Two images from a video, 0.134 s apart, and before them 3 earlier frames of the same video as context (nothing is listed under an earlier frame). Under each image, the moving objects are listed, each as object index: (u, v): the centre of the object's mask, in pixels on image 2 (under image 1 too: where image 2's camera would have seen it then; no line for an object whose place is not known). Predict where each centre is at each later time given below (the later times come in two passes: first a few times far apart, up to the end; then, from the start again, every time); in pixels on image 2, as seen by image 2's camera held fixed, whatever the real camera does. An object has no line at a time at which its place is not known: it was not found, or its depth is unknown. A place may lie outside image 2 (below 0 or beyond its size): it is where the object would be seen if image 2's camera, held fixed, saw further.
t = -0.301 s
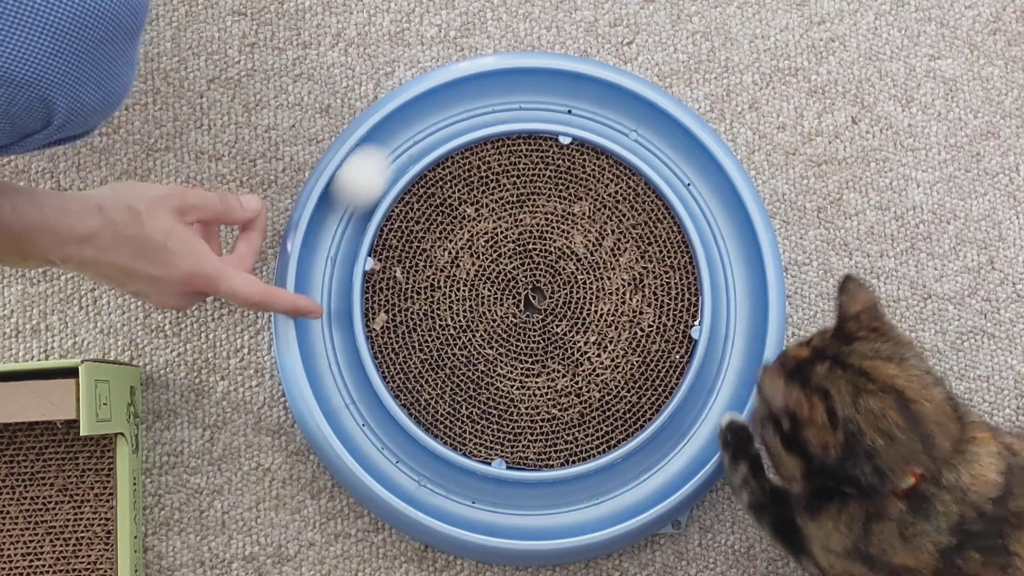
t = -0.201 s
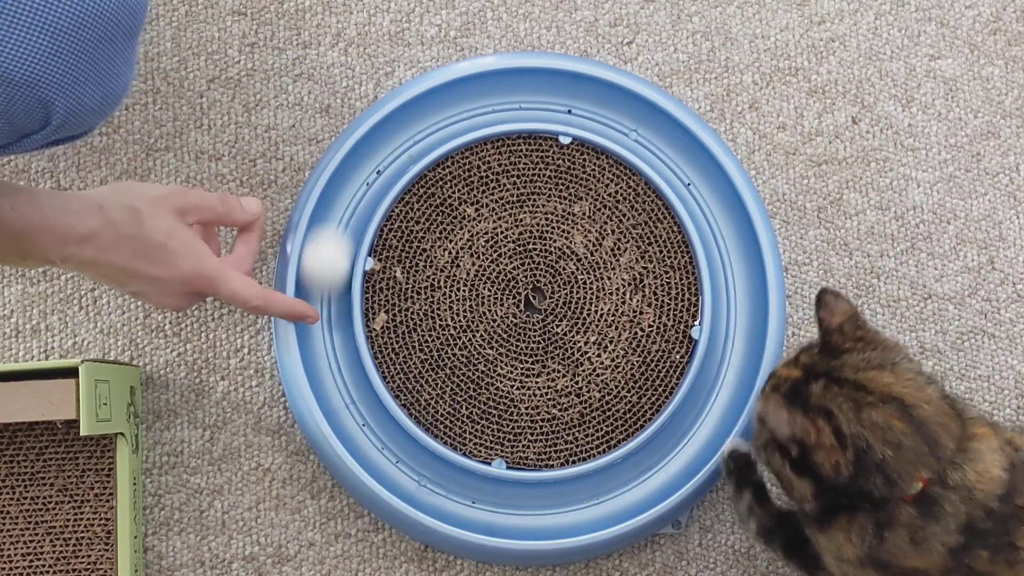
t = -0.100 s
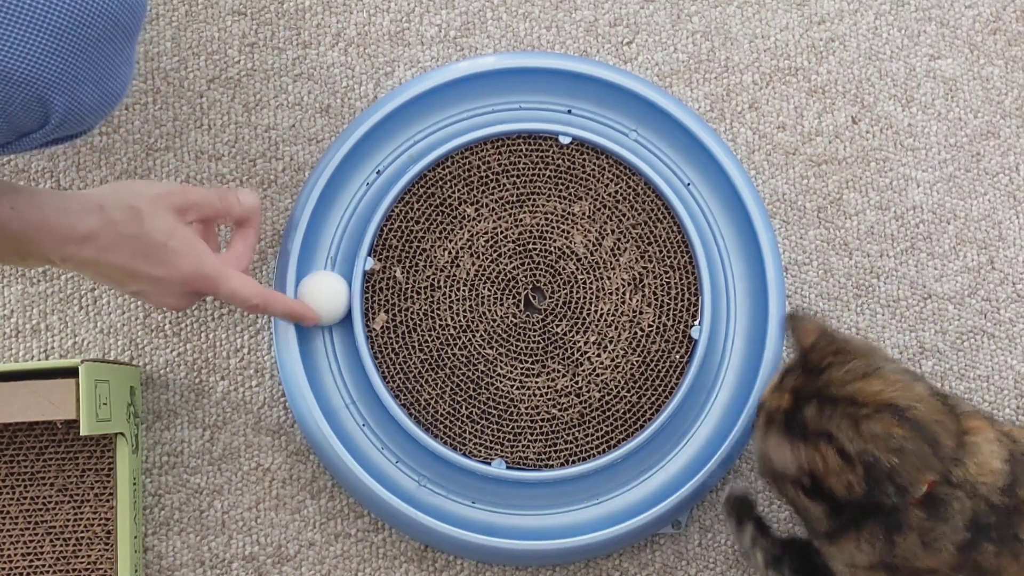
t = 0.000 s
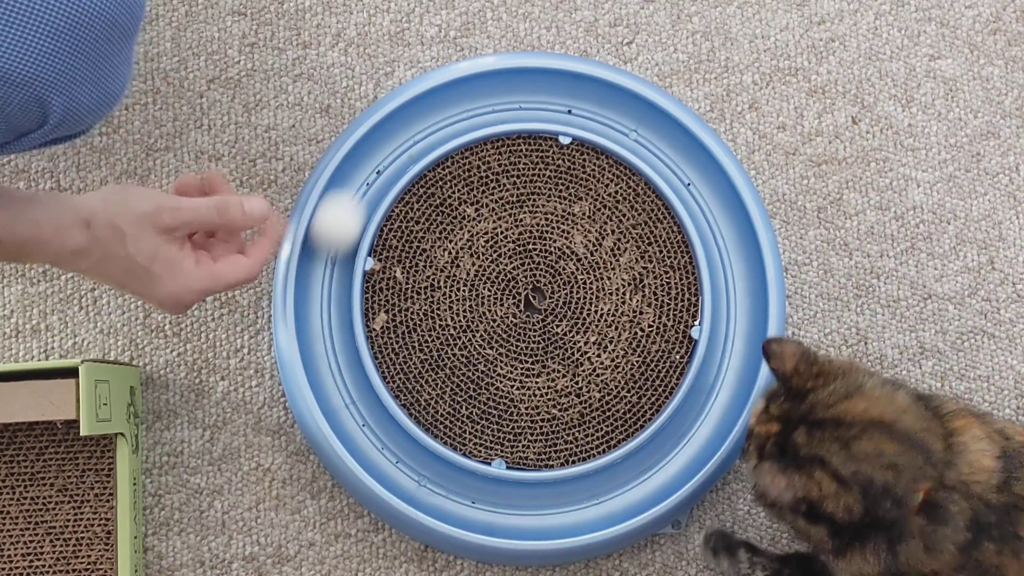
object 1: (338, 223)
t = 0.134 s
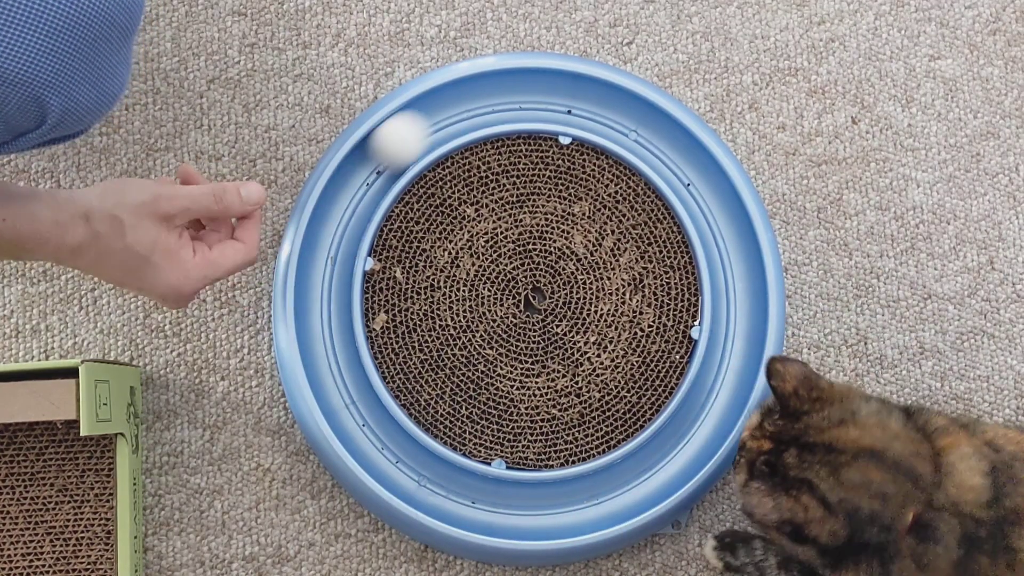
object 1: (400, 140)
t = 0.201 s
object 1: (443, 113)
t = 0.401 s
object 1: (588, 103)
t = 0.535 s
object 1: (671, 149)
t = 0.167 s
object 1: (421, 125)
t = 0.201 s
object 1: (443, 113)
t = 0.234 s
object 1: (467, 104)
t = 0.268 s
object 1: (491, 98)
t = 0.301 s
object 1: (515, 95)
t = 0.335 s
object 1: (540, 95)
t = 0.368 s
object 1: (565, 98)
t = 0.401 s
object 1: (588, 103)
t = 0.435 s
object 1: (610, 111)
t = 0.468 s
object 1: (632, 122)
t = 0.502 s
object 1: (653, 134)
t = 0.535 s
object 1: (671, 149)
